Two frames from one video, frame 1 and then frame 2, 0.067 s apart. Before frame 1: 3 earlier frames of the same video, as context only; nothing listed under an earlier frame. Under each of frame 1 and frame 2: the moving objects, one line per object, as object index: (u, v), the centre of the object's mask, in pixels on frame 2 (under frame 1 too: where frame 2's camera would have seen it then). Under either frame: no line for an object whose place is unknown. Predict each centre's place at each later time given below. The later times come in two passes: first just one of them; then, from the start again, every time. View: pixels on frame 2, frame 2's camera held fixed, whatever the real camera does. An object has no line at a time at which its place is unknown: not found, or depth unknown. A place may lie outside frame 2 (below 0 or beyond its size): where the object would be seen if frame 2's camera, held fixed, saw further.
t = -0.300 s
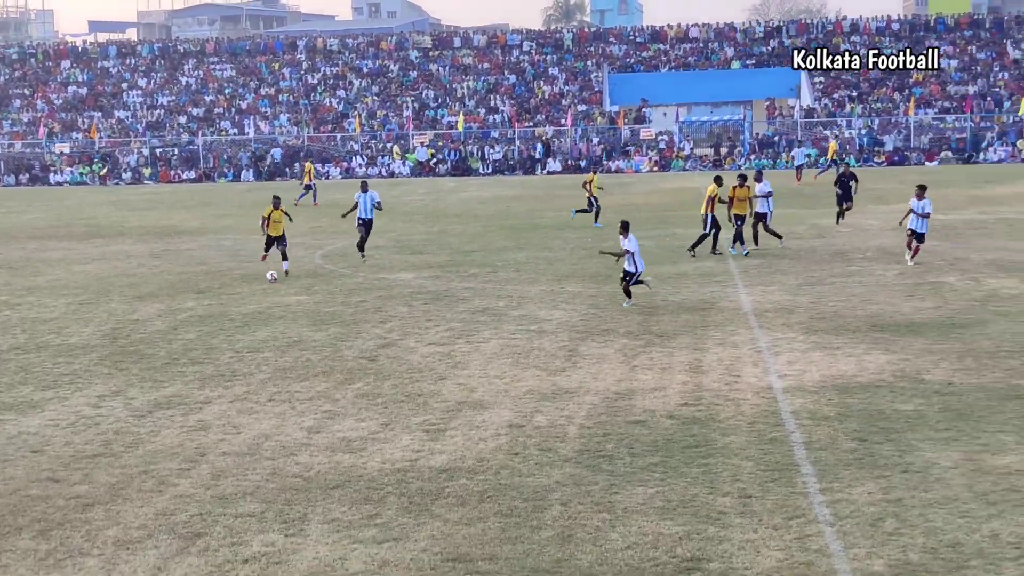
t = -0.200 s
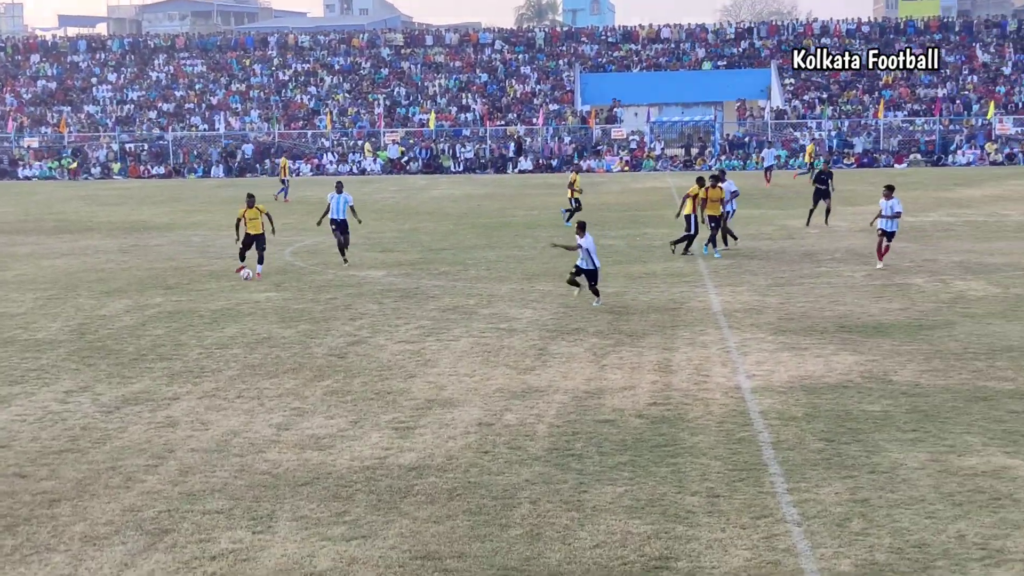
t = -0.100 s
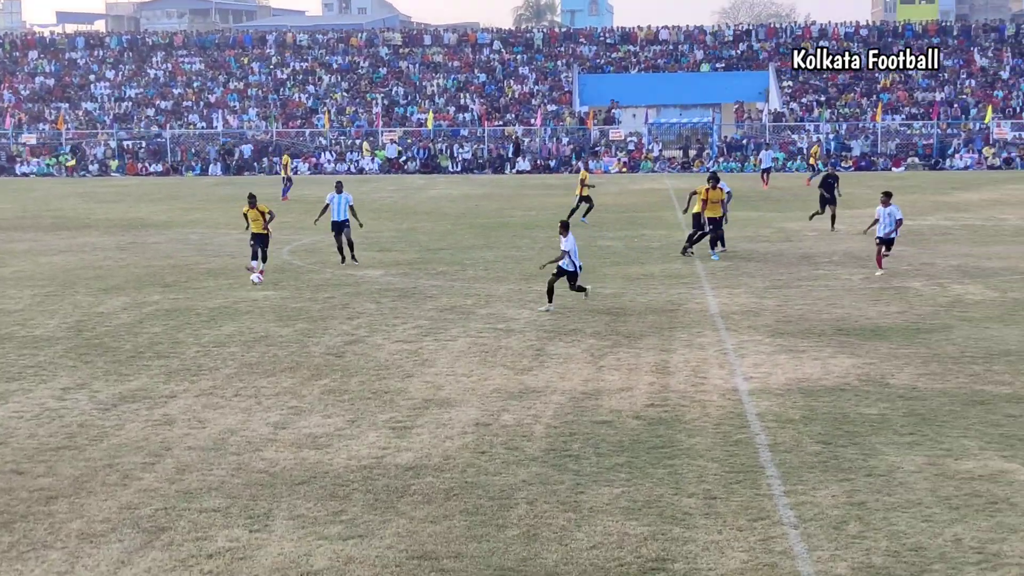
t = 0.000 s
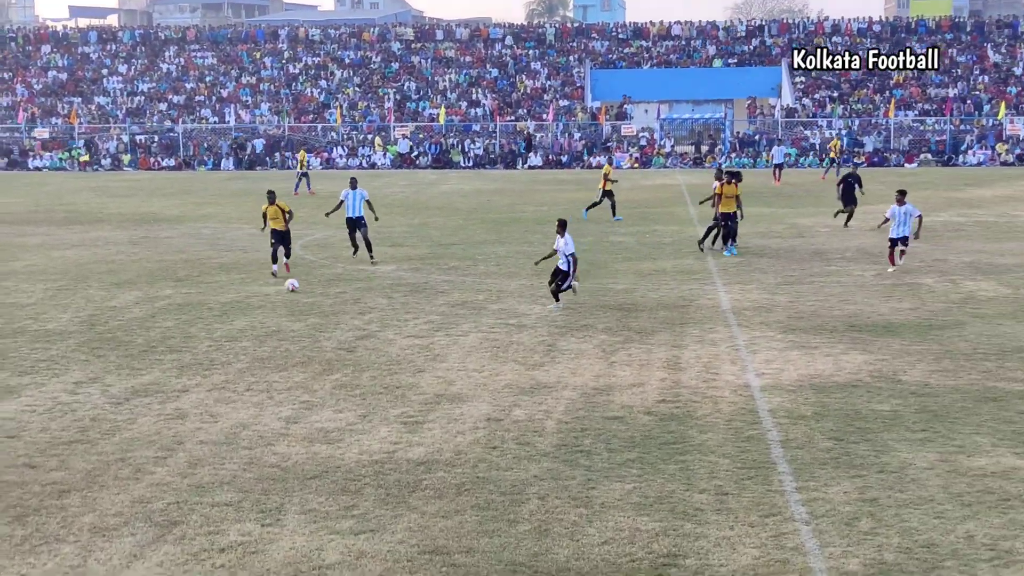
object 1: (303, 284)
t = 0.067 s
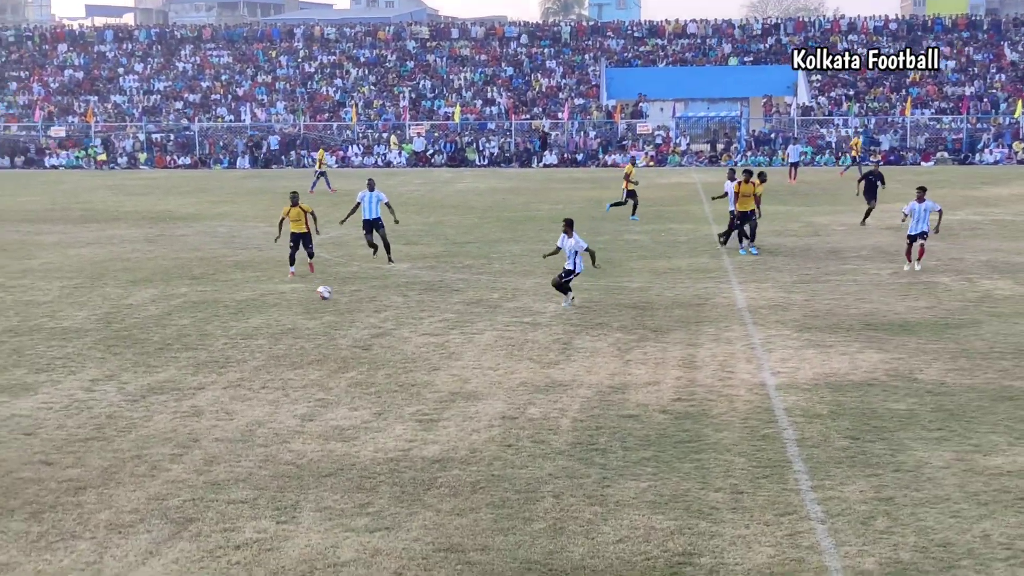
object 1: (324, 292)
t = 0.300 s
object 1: (390, 328)
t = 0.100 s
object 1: (333, 299)
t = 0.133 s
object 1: (342, 302)
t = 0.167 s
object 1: (351, 304)
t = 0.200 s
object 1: (362, 309)
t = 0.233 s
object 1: (372, 313)
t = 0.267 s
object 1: (381, 319)
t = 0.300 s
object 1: (390, 328)
